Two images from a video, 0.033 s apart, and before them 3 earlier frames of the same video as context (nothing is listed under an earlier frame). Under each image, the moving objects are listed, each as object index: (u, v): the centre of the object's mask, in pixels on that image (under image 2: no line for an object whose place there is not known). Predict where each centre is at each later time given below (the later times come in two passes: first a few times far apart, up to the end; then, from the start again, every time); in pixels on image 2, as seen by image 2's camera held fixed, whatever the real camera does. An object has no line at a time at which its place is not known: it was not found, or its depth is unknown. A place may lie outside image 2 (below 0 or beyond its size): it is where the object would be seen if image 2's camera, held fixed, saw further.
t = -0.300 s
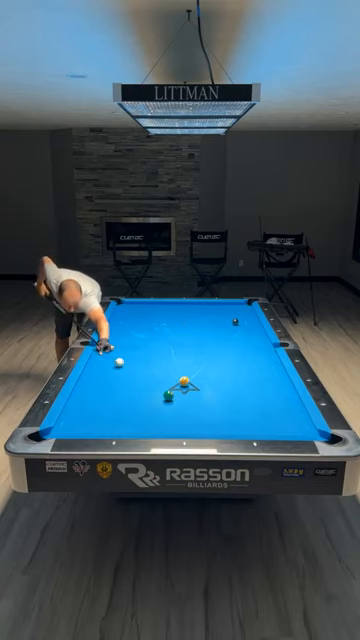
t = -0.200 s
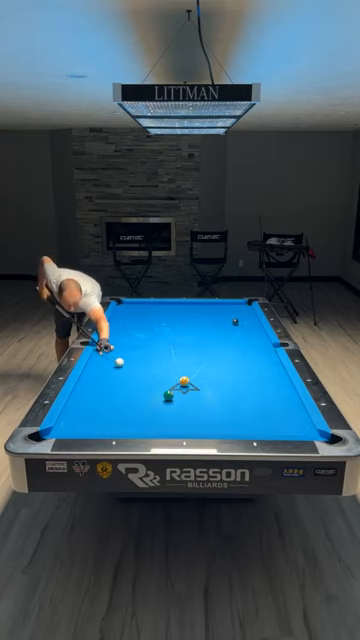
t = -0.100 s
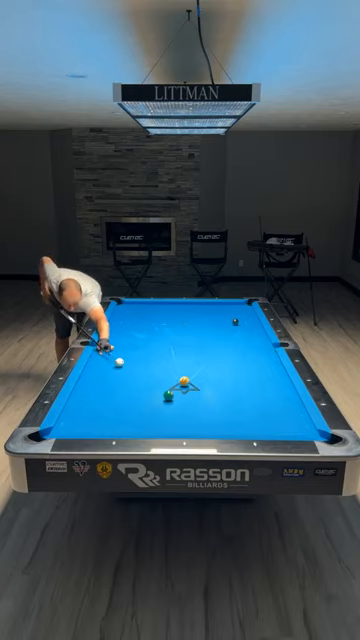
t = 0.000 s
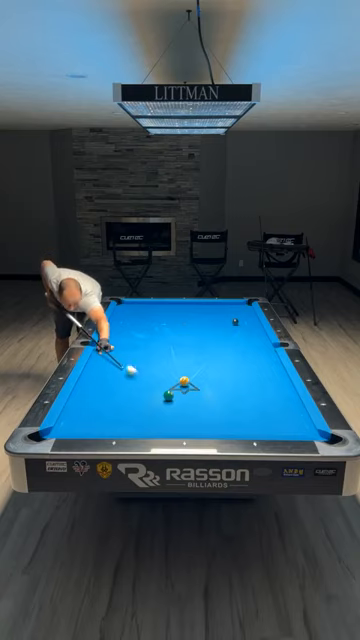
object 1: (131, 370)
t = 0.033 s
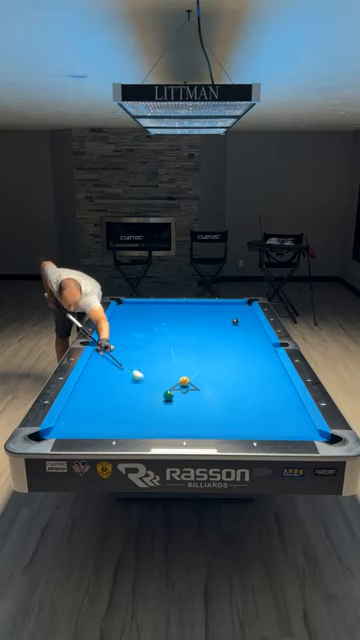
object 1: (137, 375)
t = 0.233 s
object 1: (151, 399)
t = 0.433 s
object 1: (135, 410)
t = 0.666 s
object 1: (114, 425)
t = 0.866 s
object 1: (97, 426)
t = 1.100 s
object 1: (80, 418)
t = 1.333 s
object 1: (68, 411)
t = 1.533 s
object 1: (80, 405)
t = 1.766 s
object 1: (93, 399)
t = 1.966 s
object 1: (104, 394)
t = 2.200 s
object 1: (114, 389)
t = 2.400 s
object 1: (123, 386)
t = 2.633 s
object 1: (132, 381)
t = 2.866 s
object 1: (140, 378)
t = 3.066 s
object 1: (146, 375)
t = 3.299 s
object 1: (153, 372)
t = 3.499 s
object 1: (159, 370)
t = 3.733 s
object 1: (164, 368)
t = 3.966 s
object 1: (169, 366)
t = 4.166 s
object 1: (173, 364)
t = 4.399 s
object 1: (177, 362)
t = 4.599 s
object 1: (180, 361)
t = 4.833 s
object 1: (183, 360)
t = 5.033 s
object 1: (185, 360)
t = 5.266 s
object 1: (187, 359)
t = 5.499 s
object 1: (189, 358)
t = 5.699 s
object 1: (190, 358)
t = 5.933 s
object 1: (191, 358)
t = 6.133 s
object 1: (191, 358)
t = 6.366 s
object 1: (191, 358)
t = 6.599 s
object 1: (191, 358)
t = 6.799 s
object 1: (191, 358)
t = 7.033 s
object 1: (191, 358)
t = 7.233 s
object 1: (191, 358)
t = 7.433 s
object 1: (191, 358)
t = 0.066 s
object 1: (144, 380)
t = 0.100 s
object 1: (150, 385)
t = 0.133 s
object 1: (157, 390)
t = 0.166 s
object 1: (157, 394)
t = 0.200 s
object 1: (154, 396)
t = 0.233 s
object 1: (151, 399)
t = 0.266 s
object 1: (149, 400)
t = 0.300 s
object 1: (146, 403)
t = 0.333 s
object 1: (143, 404)
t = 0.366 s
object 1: (140, 407)
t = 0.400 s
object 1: (138, 408)
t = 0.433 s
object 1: (135, 410)
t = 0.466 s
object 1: (132, 412)
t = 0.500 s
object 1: (129, 414)
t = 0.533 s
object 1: (126, 416)
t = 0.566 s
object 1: (123, 418)
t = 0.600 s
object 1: (120, 421)
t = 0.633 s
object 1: (117, 423)
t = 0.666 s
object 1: (114, 425)
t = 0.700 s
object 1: (111, 426)
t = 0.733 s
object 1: (108, 427)
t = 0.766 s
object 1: (105, 430)
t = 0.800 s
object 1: (102, 429)
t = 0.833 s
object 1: (100, 428)
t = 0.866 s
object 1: (97, 426)
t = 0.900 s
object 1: (95, 425)
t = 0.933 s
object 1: (92, 424)
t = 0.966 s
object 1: (89, 423)
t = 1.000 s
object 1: (87, 422)
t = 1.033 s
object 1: (85, 421)
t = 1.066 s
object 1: (83, 419)
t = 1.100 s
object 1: (80, 418)
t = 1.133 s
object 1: (78, 416)
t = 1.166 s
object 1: (75, 416)
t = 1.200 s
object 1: (73, 415)
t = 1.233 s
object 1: (71, 415)
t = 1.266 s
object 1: (69, 413)
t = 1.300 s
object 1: (67, 412)
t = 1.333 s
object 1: (68, 411)
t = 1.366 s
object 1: (70, 410)
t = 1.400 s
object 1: (72, 409)
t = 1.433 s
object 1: (74, 408)
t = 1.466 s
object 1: (76, 407)
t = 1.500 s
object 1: (78, 406)
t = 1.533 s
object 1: (80, 405)
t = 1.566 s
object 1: (82, 404)
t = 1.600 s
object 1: (84, 403)
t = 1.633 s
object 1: (86, 403)
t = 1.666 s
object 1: (88, 401)
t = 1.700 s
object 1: (90, 401)
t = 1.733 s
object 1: (92, 400)
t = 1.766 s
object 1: (93, 399)
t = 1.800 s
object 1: (95, 398)
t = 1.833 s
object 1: (97, 397)
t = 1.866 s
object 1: (99, 396)
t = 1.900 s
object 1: (101, 396)
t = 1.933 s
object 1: (102, 395)
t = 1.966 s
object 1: (104, 394)
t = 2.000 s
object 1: (105, 393)
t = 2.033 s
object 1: (107, 393)
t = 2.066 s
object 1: (108, 392)
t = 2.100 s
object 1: (110, 391)
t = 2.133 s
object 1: (112, 390)
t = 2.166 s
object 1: (113, 390)
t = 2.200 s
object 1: (114, 389)
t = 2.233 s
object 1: (116, 388)
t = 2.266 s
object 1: (117, 388)
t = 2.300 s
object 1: (119, 387)
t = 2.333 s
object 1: (120, 387)
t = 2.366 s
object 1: (122, 386)
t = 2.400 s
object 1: (123, 386)
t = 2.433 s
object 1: (124, 385)
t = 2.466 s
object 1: (126, 384)
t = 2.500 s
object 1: (127, 384)
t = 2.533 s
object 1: (128, 383)
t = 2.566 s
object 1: (130, 382)
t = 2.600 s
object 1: (131, 382)
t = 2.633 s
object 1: (132, 381)
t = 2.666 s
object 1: (133, 381)
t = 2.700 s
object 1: (134, 380)
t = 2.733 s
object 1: (135, 380)
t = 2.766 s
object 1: (137, 379)
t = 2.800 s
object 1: (138, 378)
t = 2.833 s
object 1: (139, 378)
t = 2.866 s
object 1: (140, 378)
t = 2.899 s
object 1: (141, 377)
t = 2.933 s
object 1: (142, 377)
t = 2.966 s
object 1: (143, 376)
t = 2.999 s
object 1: (144, 376)
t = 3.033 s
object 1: (145, 376)
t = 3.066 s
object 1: (146, 375)
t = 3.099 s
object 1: (147, 375)
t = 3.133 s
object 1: (149, 374)
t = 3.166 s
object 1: (149, 374)
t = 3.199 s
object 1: (150, 373)
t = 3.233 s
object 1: (151, 373)
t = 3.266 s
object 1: (152, 372)
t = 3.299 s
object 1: (153, 372)
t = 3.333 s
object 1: (154, 372)
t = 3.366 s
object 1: (155, 371)
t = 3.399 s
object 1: (156, 371)
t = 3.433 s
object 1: (157, 371)
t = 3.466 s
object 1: (158, 370)
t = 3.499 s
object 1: (159, 370)
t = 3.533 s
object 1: (159, 370)
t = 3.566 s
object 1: (160, 369)
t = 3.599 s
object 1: (161, 369)
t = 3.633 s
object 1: (162, 368)
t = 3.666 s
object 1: (162, 368)
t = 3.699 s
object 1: (163, 368)
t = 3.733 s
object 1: (164, 368)
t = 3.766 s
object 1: (165, 367)
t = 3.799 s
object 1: (165, 367)
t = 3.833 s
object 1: (166, 366)
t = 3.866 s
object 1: (167, 366)
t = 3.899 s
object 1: (167, 366)
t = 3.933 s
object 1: (168, 366)
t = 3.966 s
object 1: (169, 366)
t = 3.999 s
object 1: (170, 365)
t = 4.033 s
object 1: (170, 365)
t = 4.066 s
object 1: (171, 365)
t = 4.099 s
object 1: (171, 364)
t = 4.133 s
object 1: (172, 364)
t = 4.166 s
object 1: (173, 364)
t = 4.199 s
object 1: (173, 364)
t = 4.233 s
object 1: (174, 364)
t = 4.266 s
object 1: (174, 363)
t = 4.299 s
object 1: (175, 363)
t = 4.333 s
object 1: (176, 363)
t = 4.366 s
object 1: (176, 363)
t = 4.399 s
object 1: (177, 362)
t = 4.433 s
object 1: (177, 362)
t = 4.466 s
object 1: (178, 362)
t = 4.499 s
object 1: (178, 362)
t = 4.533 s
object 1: (179, 362)
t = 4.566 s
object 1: (180, 362)
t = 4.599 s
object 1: (180, 361)
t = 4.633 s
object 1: (181, 361)
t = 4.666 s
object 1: (181, 361)
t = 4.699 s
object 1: (181, 361)
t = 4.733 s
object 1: (182, 361)
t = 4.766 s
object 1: (182, 361)
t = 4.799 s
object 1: (182, 361)
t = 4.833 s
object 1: (183, 360)
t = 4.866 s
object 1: (183, 360)
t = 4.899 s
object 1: (184, 360)
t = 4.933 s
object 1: (184, 360)
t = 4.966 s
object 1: (185, 360)
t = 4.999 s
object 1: (185, 360)
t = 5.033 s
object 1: (185, 360)
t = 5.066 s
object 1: (186, 360)
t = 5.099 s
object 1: (186, 359)
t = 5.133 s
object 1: (187, 359)
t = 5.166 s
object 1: (187, 359)
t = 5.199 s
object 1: (187, 359)
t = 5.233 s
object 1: (187, 359)
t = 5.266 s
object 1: (187, 359)
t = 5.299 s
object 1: (187, 359)
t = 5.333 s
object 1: (188, 359)
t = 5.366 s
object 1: (188, 359)
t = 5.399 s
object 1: (188, 359)
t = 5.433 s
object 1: (189, 358)
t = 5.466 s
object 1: (189, 358)
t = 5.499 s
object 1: (189, 358)
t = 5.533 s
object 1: (189, 358)
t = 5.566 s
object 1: (190, 358)
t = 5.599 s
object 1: (190, 358)
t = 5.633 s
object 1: (190, 358)
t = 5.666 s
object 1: (190, 358)
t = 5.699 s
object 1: (190, 358)
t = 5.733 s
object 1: (190, 358)
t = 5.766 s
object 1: (191, 358)
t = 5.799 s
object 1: (191, 358)
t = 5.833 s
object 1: (191, 358)
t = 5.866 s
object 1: (191, 358)
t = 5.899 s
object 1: (191, 358)
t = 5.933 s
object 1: (191, 358)
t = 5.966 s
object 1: (191, 358)
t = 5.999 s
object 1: (191, 358)
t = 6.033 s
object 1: (191, 358)
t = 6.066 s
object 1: (191, 358)
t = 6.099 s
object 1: (191, 358)
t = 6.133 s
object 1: (191, 358)
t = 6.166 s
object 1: (191, 358)
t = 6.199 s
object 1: (191, 358)
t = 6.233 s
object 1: (191, 358)
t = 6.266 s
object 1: (191, 358)
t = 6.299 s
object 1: (191, 358)
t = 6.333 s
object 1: (191, 358)
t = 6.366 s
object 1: (191, 358)
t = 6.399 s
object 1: (191, 358)
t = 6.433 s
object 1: (191, 358)
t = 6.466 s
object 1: (191, 358)
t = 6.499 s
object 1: (191, 358)
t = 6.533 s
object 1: (191, 358)
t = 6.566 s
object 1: (191, 358)
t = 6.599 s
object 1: (191, 358)
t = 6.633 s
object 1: (191, 358)
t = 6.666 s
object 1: (191, 358)
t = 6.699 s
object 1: (191, 358)
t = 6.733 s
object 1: (191, 358)
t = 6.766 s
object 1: (191, 358)
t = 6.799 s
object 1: (191, 358)
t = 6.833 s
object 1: (191, 358)
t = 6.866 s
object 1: (191, 358)
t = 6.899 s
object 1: (191, 358)
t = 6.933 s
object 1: (191, 358)
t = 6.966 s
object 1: (191, 358)
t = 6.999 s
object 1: (191, 358)
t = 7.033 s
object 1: (191, 358)
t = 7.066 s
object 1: (191, 358)
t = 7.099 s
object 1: (191, 358)
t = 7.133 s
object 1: (191, 358)
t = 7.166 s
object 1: (191, 358)
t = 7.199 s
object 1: (191, 358)
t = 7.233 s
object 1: (191, 358)
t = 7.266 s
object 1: (191, 358)
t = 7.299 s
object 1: (191, 358)
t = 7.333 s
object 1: (191, 358)
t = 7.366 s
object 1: (191, 358)
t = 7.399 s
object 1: (191, 358)
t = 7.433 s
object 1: (191, 358)
